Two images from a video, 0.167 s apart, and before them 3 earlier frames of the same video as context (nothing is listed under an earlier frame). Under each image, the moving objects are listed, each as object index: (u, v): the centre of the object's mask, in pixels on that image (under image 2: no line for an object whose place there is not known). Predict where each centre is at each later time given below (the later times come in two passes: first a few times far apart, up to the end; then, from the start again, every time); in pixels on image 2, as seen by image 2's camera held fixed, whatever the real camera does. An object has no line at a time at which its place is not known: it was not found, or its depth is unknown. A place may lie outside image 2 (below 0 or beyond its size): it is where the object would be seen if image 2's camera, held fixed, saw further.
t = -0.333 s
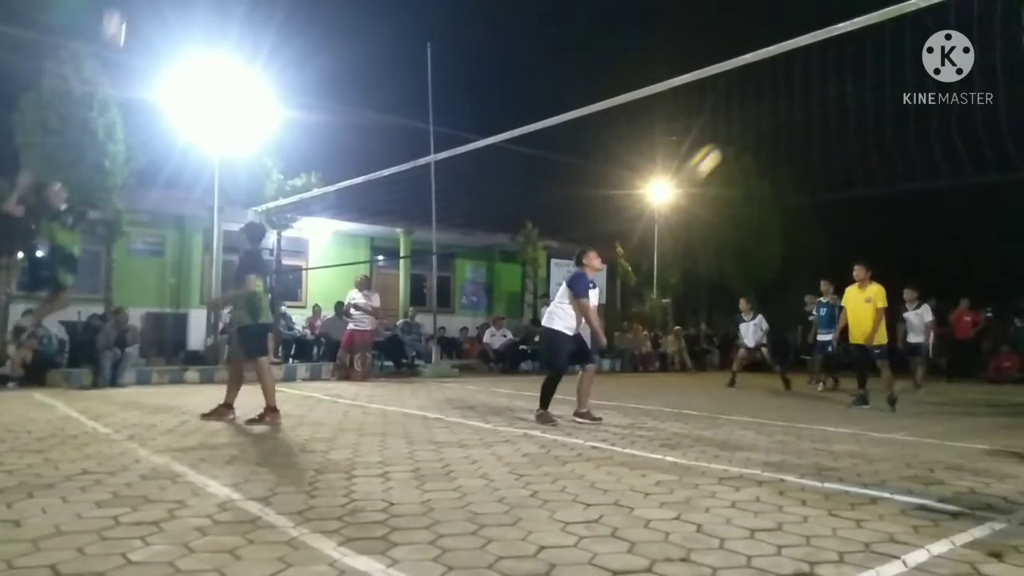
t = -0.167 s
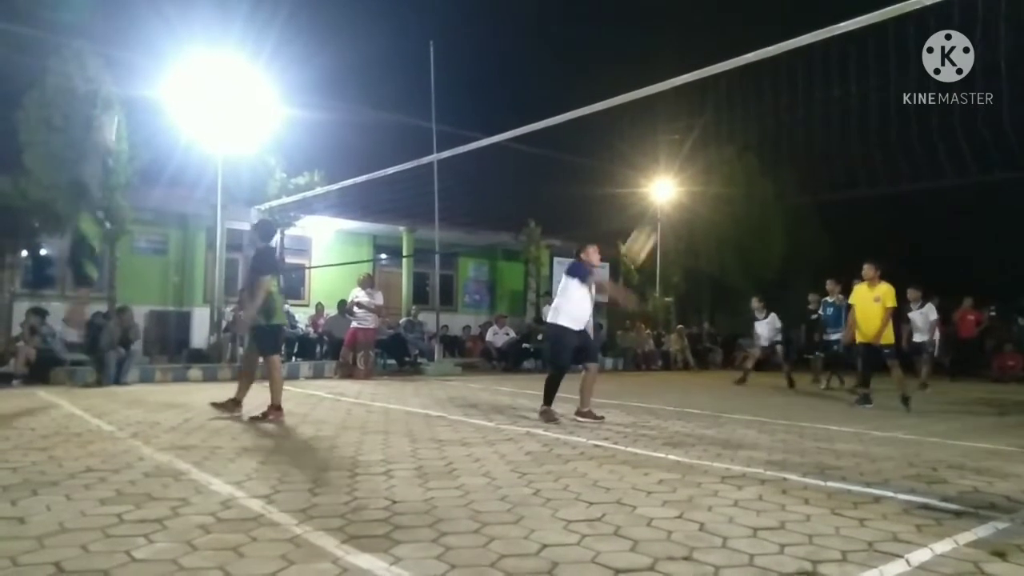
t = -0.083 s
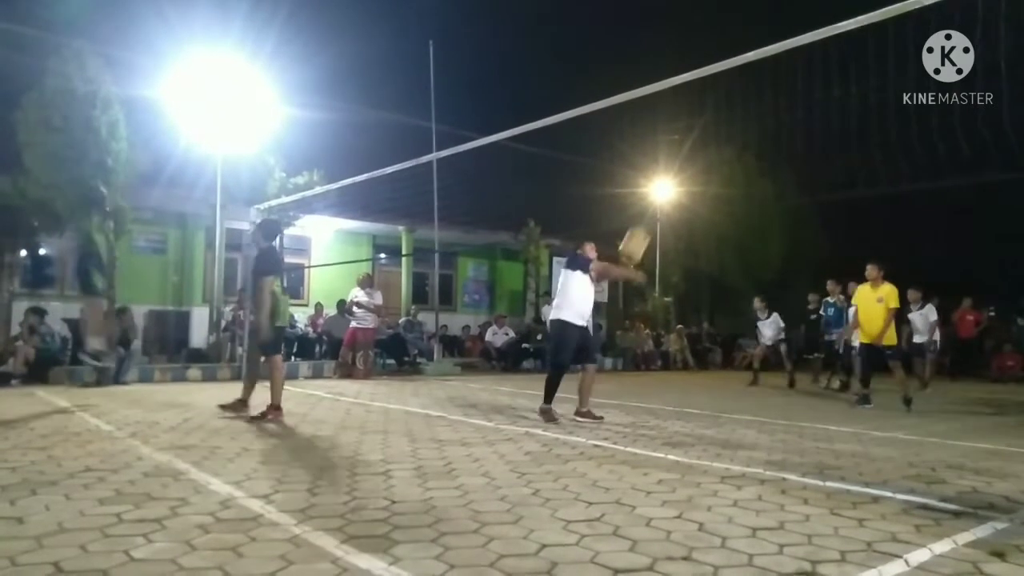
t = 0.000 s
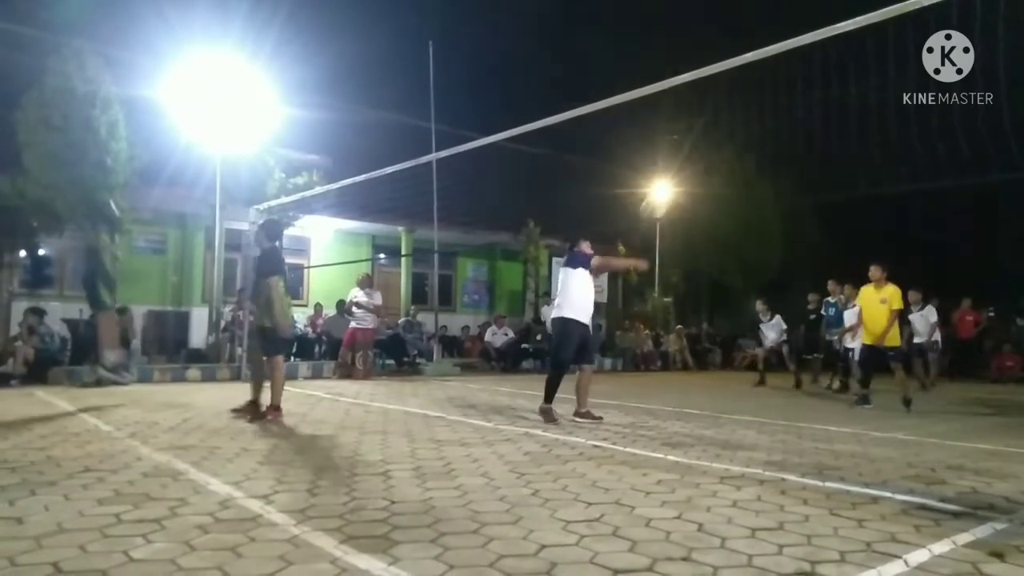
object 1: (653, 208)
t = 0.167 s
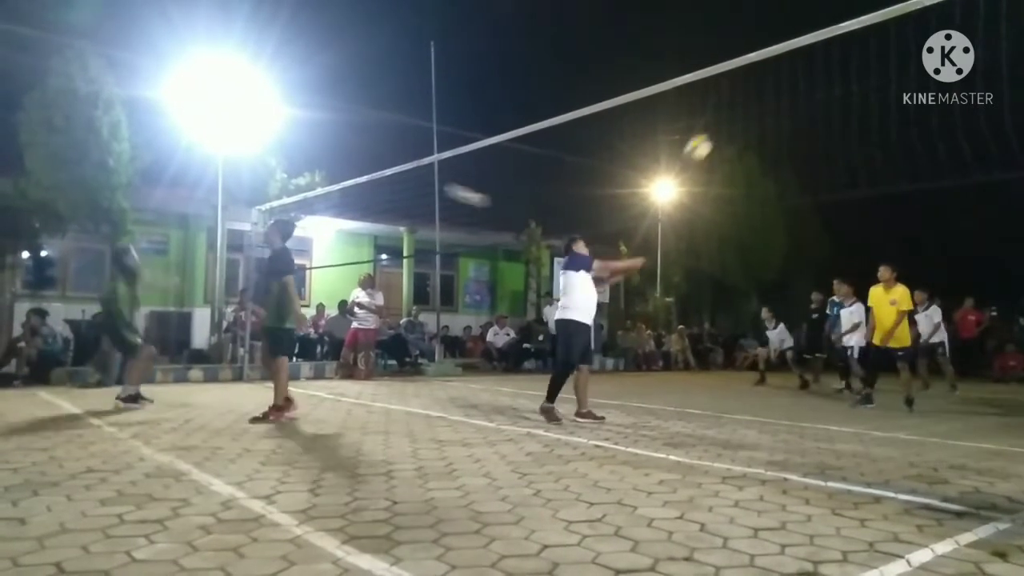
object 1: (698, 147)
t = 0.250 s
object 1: (716, 132)
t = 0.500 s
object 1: (762, 122)
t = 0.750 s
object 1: (807, 175)
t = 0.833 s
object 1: (818, 202)
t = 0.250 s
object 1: (716, 132)
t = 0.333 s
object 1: (732, 122)
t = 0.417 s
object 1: (747, 119)
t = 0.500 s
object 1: (762, 122)
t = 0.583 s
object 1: (782, 137)
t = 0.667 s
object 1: (795, 154)
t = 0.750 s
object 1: (807, 175)
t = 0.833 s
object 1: (818, 202)
